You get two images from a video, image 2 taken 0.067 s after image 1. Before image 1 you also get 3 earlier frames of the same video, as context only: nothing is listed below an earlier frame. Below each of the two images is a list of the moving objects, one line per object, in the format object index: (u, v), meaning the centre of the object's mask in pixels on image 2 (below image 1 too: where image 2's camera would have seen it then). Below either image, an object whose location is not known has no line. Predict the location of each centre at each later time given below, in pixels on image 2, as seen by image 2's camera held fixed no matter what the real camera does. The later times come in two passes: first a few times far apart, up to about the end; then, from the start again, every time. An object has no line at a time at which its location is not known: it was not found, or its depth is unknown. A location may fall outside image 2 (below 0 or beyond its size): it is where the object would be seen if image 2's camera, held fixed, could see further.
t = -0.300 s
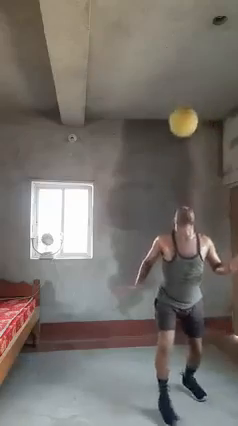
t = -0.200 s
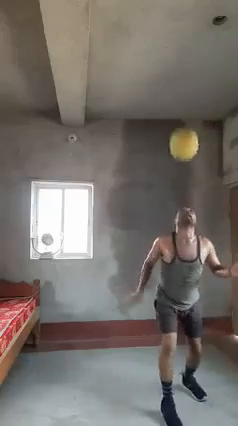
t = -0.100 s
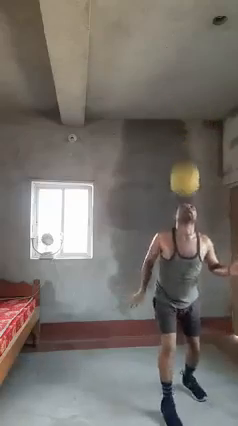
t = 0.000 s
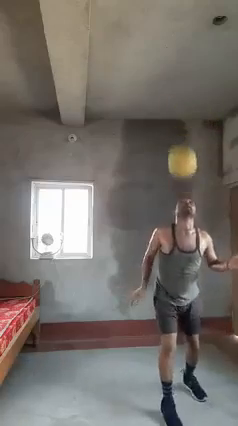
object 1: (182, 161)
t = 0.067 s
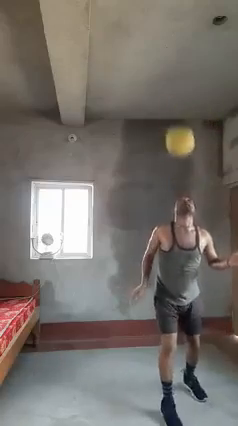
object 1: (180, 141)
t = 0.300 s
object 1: (171, 112)
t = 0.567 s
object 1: (162, 158)
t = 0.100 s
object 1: (178, 133)
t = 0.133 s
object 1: (177, 126)
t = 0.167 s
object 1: (176, 120)
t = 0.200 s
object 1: (175, 116)
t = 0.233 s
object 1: (174, 113)
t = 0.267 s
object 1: (172, 112)
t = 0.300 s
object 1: (171, 112)
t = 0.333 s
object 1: (170, 113)
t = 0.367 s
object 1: (169, 115)
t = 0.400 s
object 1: (168, 119)
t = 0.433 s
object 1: (166, 125)
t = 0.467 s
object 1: (165, 131)
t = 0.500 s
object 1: (164, 139)
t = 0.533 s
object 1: (163, 148)
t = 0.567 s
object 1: (162, 158)
